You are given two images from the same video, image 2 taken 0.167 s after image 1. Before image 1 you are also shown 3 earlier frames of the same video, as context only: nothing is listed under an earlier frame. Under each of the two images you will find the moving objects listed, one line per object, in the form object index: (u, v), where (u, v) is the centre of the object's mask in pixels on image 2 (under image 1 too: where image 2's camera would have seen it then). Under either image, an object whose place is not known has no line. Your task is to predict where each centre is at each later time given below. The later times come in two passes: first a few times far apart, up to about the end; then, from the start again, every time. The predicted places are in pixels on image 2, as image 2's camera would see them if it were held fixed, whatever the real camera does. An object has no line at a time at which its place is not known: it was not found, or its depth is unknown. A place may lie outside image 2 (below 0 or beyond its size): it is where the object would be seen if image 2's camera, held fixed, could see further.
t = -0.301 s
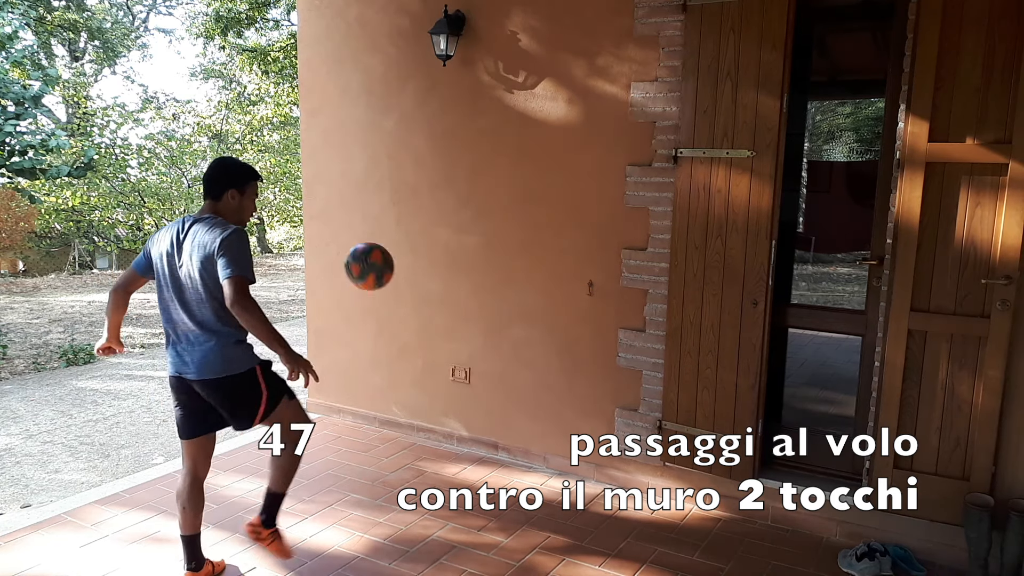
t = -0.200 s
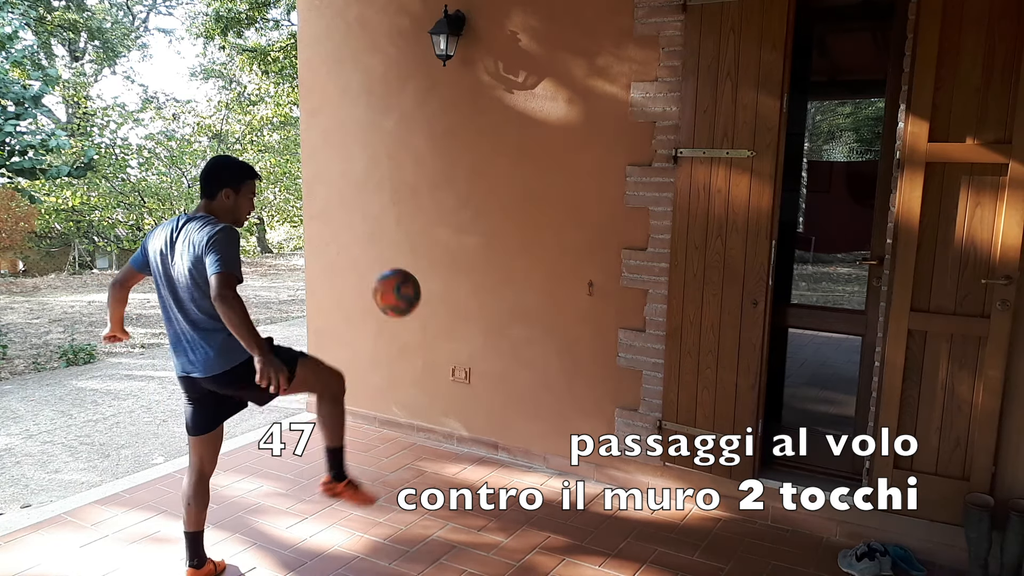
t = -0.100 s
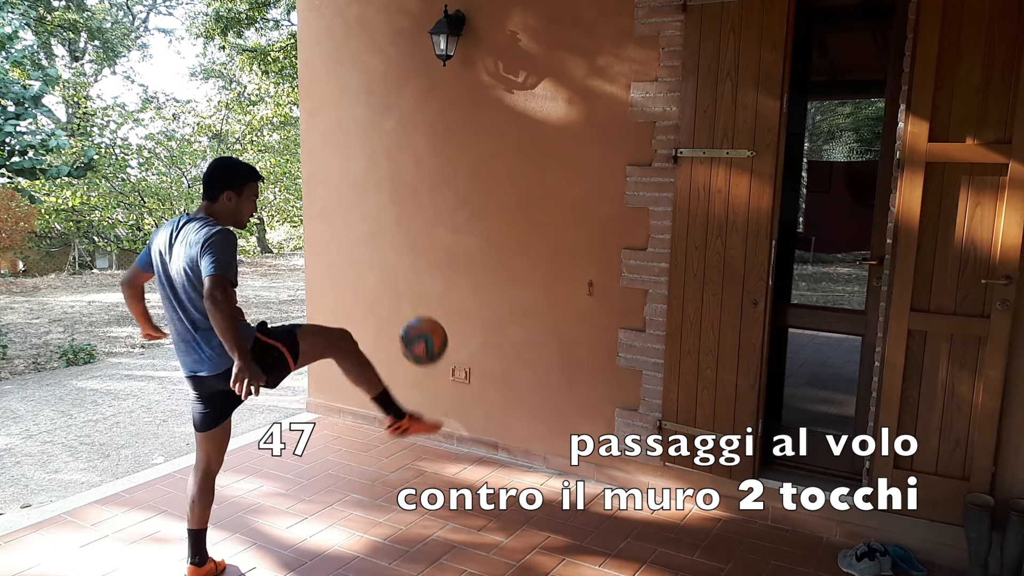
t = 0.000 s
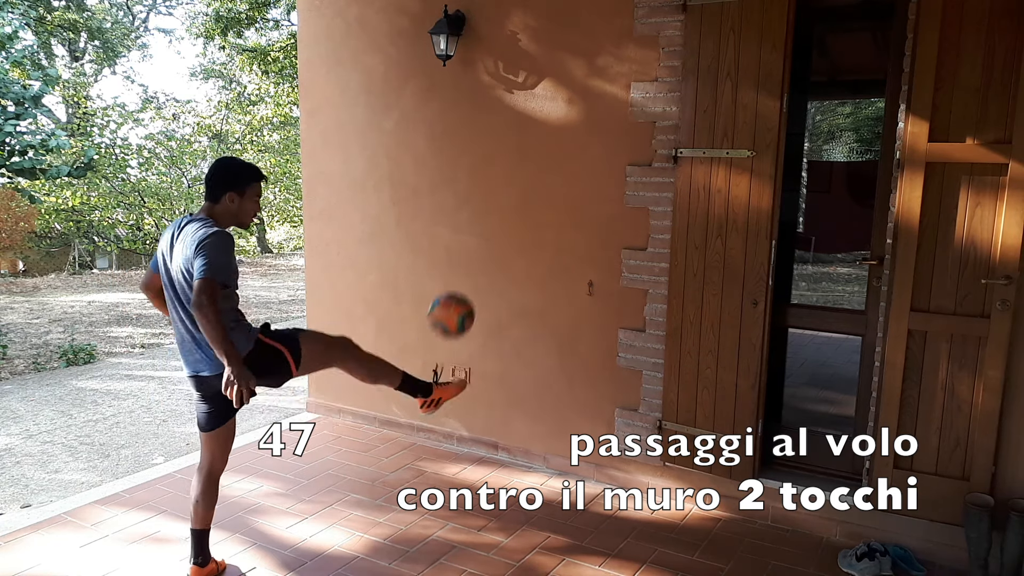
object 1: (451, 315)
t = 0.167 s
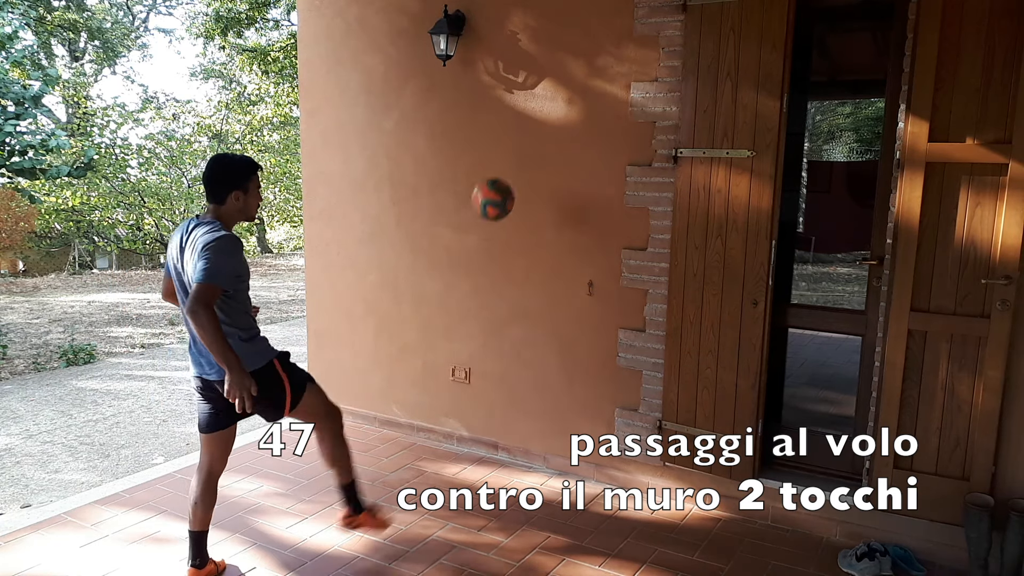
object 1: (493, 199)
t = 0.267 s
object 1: (513, 162)
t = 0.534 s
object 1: (427, 192)
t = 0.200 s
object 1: (500, 184)
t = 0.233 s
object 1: (507, 172)
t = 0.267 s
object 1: (513, 162)
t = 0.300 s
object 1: (509, 157)
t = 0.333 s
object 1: (499, 155)
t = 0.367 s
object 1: (488, 155)
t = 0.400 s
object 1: (477, 158)
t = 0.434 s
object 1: (465, 163)
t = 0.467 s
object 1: (453, 171)
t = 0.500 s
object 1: (440, 180)
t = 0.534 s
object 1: (427, 192)
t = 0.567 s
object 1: (414, 208)
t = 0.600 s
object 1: (401, 226)
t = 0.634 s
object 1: (386, 247)
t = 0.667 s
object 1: (372, 271)
